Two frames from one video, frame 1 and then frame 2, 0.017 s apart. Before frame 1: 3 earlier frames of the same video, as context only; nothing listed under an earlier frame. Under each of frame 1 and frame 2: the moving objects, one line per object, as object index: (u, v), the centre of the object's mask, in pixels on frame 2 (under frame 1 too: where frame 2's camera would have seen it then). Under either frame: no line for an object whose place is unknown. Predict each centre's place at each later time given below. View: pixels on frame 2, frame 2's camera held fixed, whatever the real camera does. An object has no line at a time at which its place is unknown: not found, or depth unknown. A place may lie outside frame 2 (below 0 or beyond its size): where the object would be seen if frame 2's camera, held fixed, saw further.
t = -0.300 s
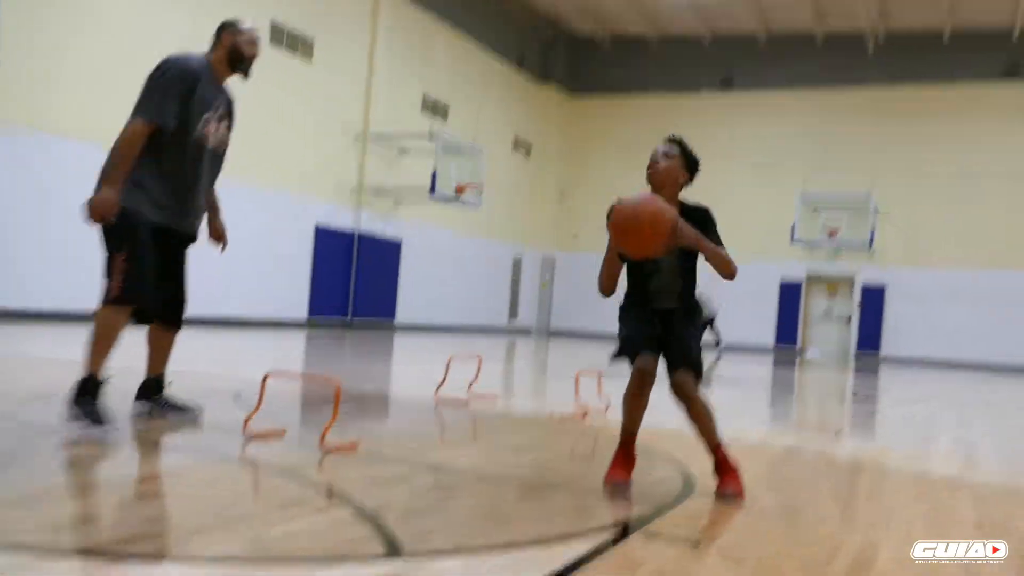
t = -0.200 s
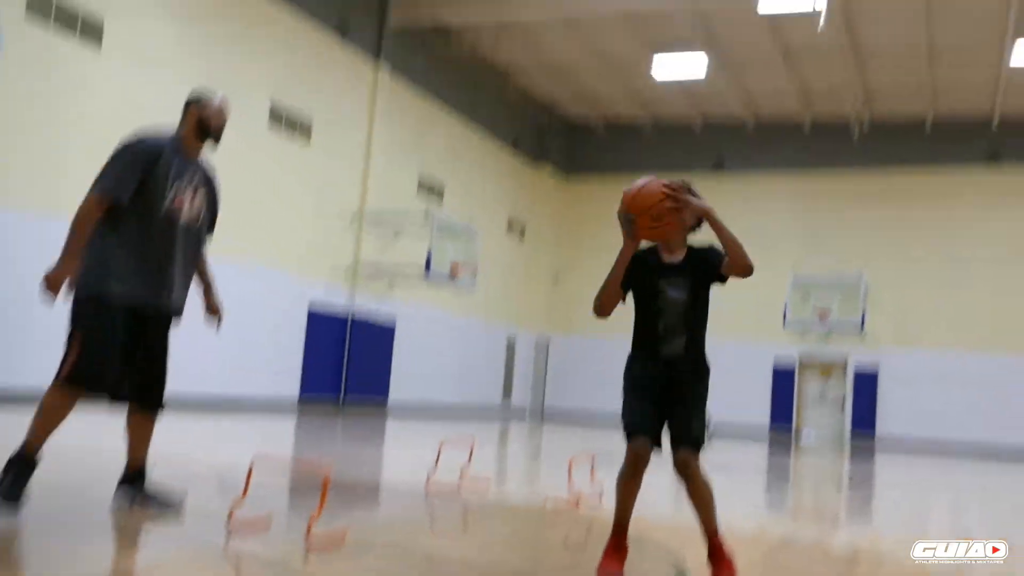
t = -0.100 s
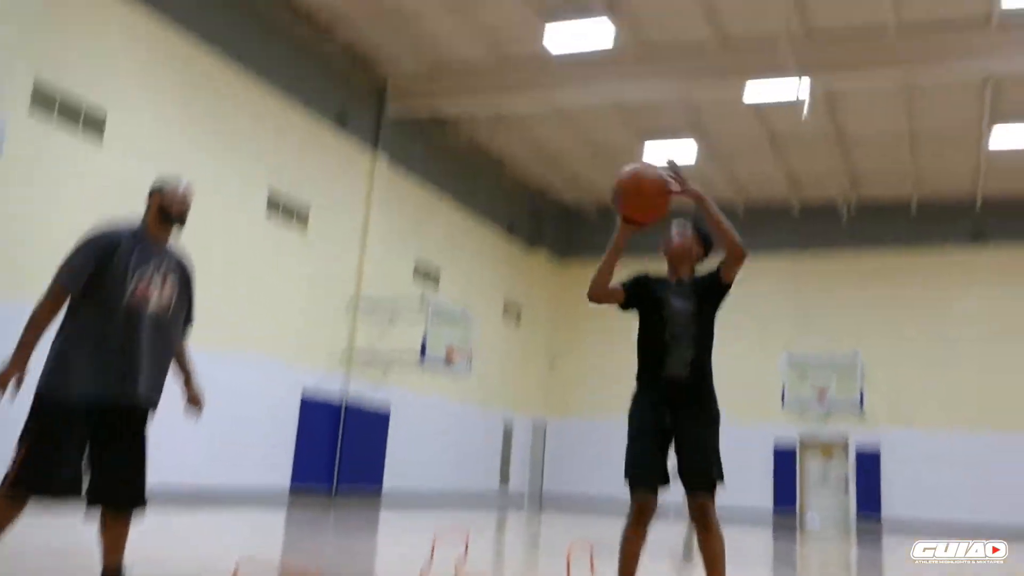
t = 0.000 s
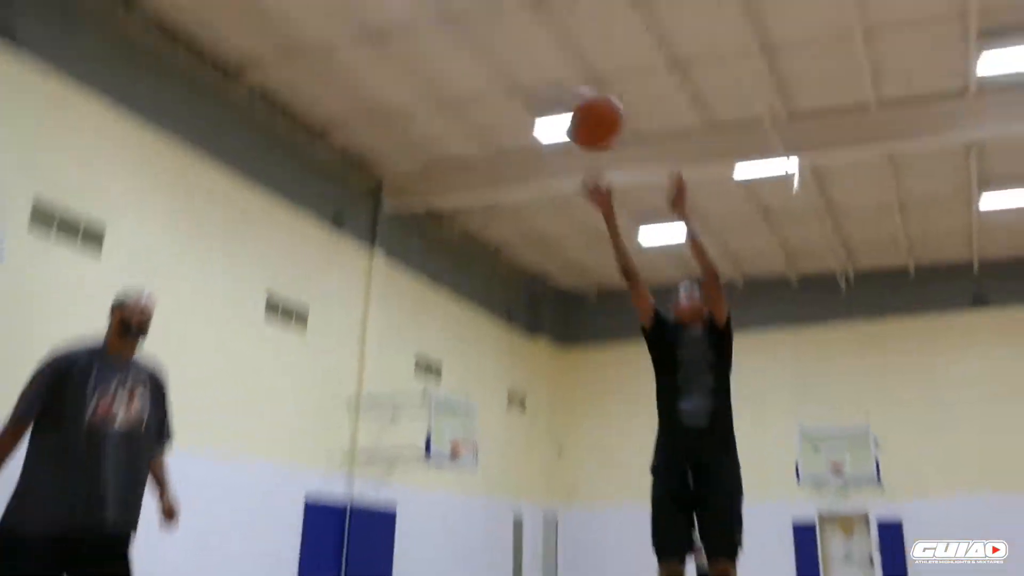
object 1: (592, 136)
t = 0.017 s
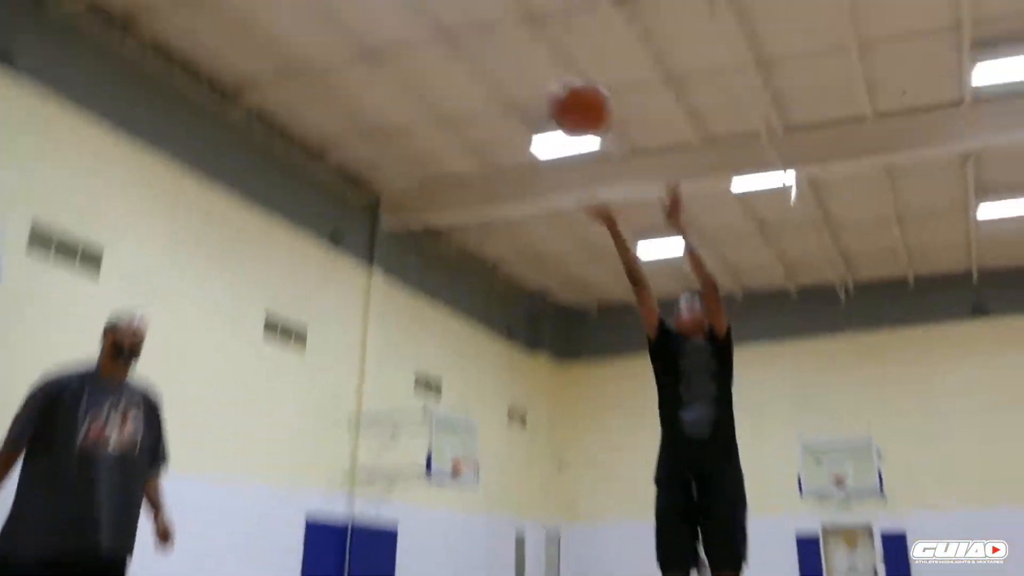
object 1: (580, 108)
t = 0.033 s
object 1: (569, 81)
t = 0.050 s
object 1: (559, 55)
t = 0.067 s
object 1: (550, 28)
